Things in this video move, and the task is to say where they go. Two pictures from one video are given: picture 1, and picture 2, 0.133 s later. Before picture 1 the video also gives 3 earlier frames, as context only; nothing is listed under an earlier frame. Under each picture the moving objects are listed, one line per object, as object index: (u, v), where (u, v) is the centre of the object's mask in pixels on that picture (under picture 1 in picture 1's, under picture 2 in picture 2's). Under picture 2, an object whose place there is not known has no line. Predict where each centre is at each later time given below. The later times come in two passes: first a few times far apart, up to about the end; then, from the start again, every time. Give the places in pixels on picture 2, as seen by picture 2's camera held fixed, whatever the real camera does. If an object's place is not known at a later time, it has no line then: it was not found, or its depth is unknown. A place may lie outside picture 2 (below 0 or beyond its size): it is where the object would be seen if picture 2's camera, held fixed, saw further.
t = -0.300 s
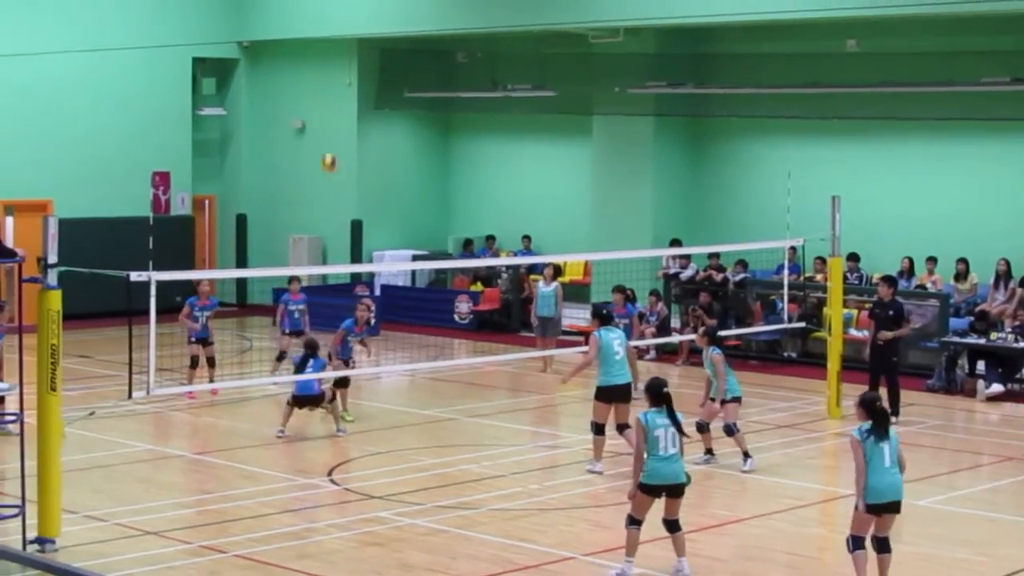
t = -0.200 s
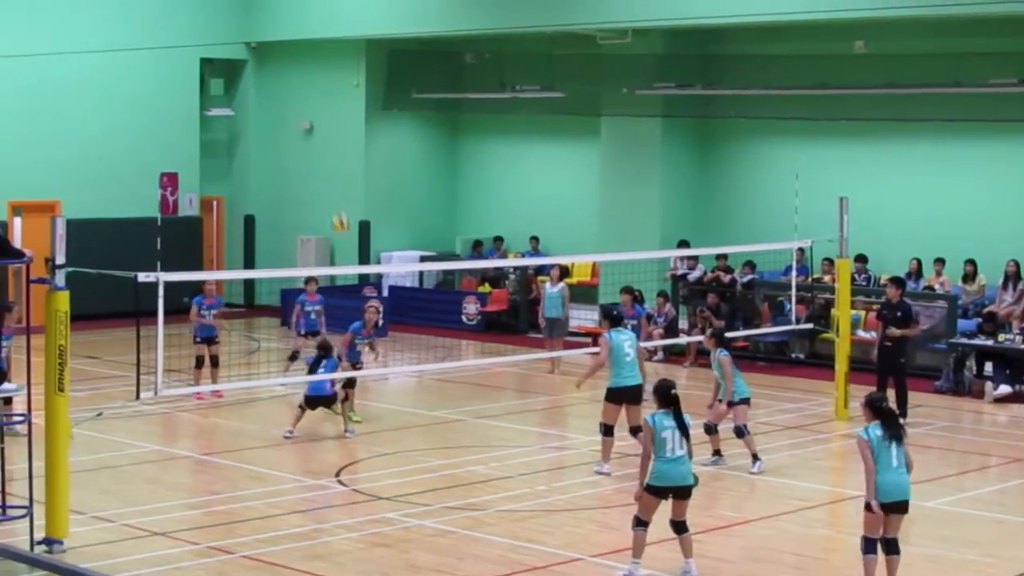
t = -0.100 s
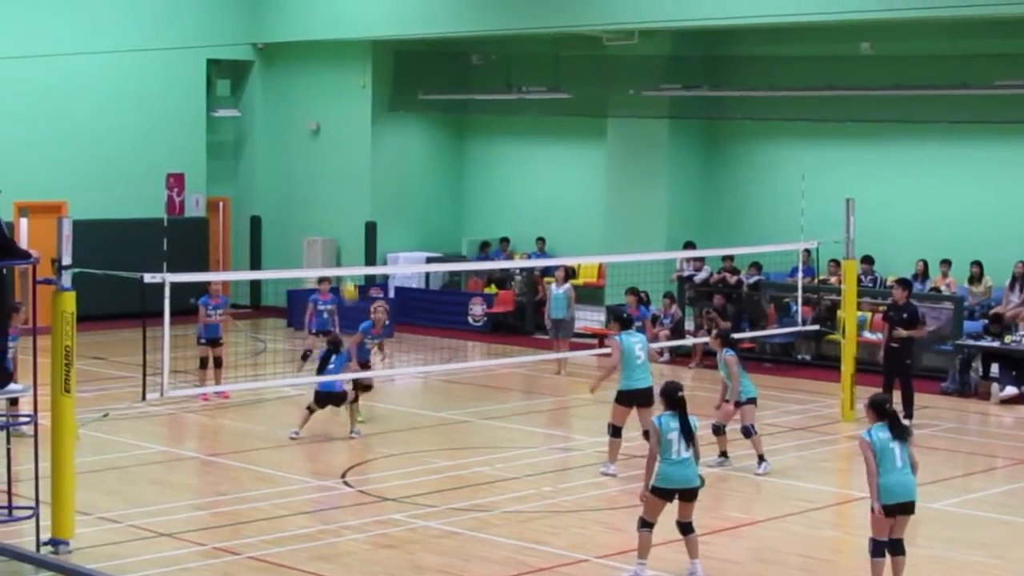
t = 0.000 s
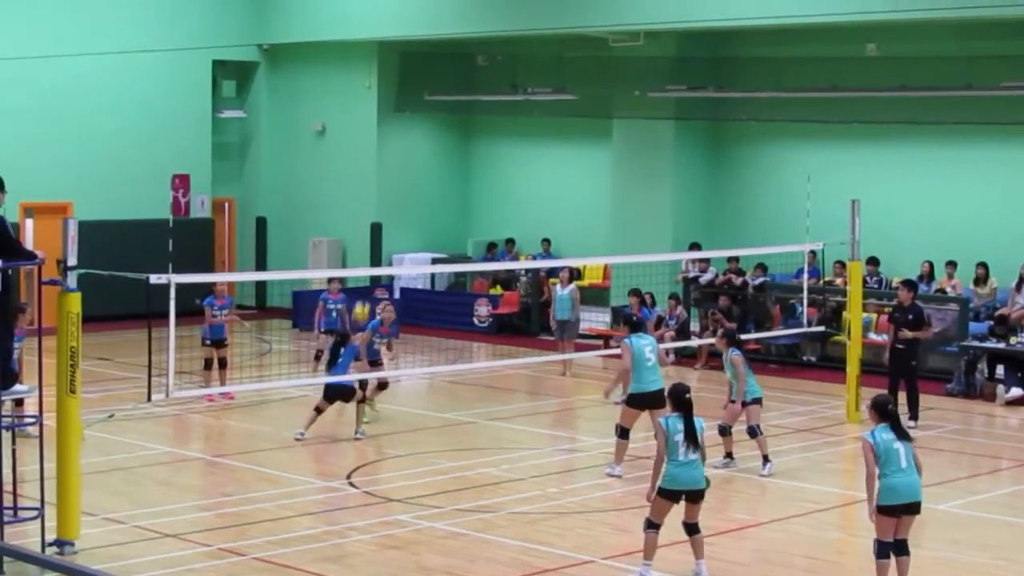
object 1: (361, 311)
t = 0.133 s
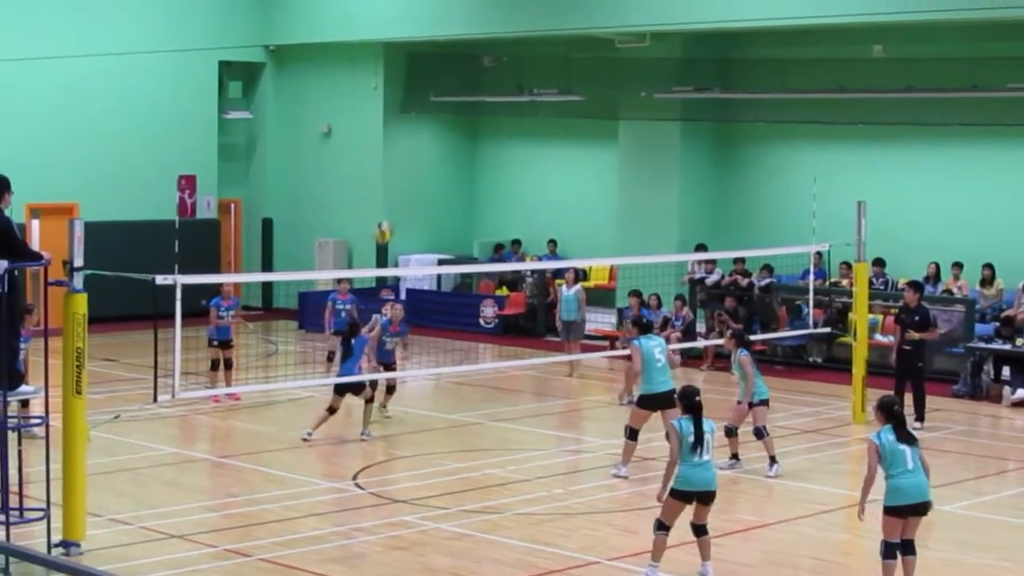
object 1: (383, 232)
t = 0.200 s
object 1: (392, 196)
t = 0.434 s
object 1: (418, 105)
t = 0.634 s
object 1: (439, 67)
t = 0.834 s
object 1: (460, 64)
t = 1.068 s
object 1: (485, 106)
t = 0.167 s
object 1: (388, 214)
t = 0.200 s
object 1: (392, 196)
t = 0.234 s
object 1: (395, 181)
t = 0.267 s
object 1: (399, 167)
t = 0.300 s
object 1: (403, 151)
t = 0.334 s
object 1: (406, 137)
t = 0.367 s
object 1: (411, 125)
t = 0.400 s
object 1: (414, 115)
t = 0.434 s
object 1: (418, 105)
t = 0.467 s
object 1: (422, 96)
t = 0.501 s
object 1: (425, 88)
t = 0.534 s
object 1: (428, 82)
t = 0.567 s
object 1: (432, 76)
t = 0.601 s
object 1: (436, 71)
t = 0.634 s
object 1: (439, 67)
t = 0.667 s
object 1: (442, 64)
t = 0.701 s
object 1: (446, 62)
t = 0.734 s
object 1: (450, 62)
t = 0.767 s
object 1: (453, 61)
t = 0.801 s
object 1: (456, 62)
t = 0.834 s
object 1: (460, 64)
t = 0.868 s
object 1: (464, 67)
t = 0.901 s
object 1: (467, 71)
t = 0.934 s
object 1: (471, 76)
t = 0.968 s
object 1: (474, 82)
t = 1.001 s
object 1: (478, 88)
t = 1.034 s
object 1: (480, 96)
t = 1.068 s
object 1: (485, 106)
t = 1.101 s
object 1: (488, 115)
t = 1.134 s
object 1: (492, 126)
